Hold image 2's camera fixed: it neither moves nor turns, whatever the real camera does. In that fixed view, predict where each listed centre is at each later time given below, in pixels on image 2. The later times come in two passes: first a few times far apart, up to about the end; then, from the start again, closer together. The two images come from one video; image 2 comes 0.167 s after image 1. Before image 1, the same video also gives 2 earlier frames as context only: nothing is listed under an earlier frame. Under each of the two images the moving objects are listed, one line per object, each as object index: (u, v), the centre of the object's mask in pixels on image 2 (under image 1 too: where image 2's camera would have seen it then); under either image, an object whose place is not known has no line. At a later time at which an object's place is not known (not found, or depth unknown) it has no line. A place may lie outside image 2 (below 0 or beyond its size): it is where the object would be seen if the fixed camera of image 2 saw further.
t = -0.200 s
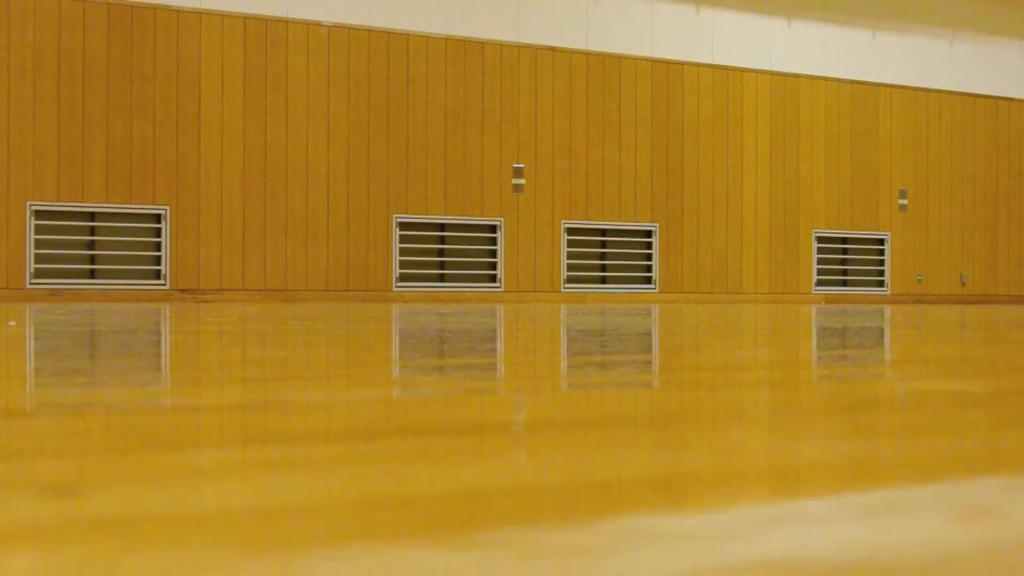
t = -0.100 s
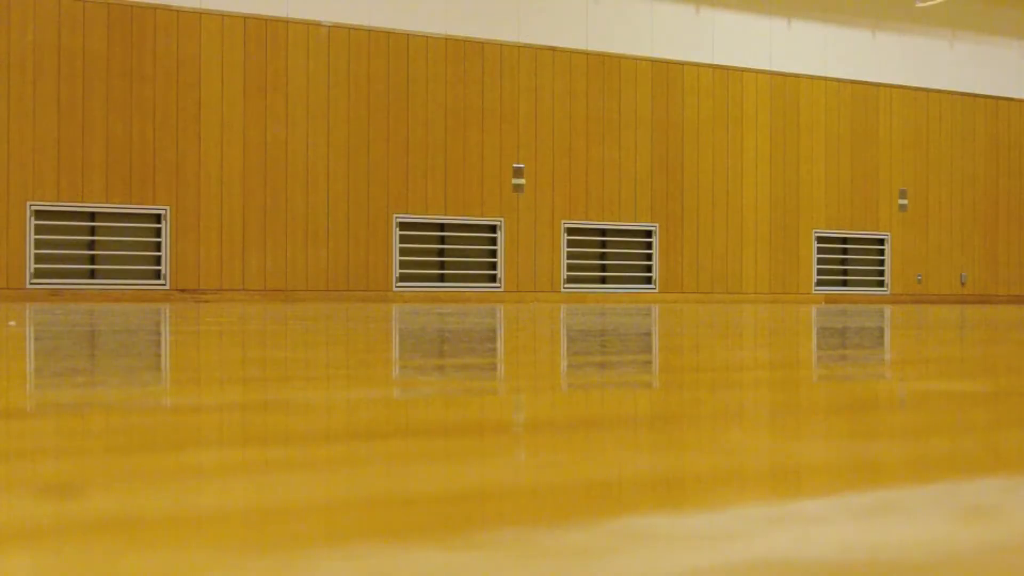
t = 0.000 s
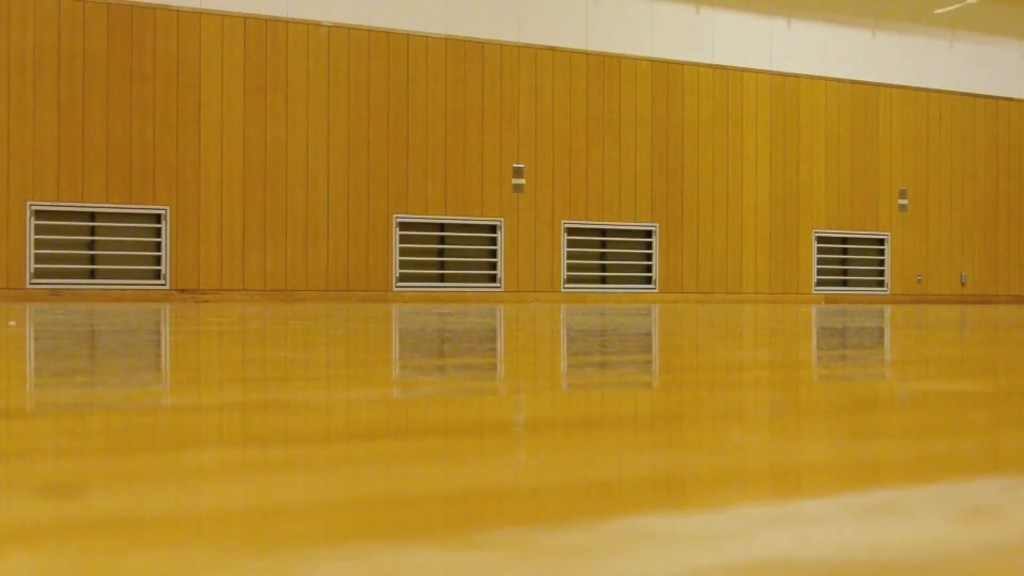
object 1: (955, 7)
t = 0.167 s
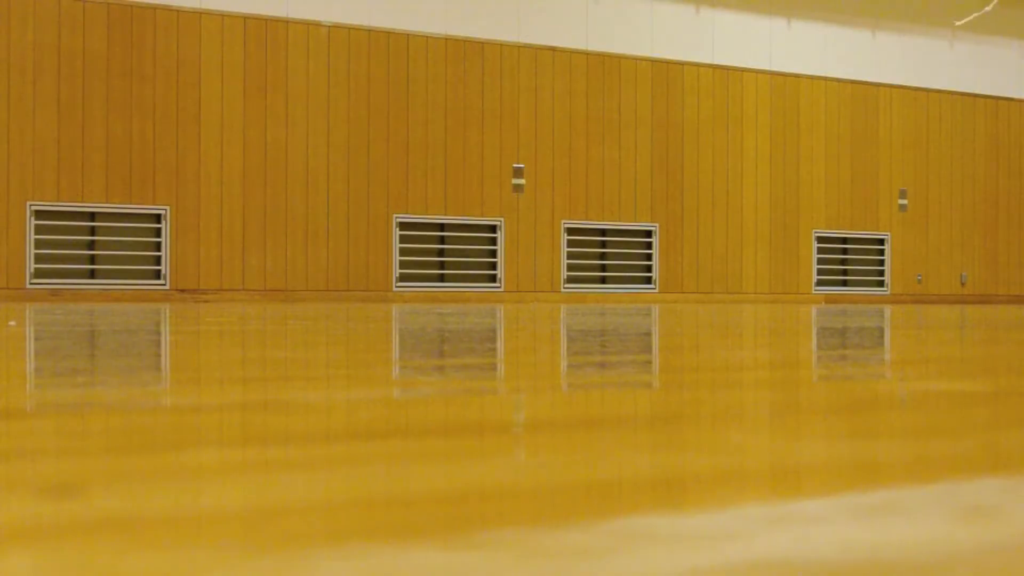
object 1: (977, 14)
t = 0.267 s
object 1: (982, 19)
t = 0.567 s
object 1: (945, 48)
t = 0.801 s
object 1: (860, 79)
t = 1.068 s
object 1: (728, 99)
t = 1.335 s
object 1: (589, 103)
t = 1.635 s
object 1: (447, 92)
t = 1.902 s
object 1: (347, 76)
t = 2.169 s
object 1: (274, 64)
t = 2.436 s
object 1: (217, 60)
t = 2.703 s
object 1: (174, 63)
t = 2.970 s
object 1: (149, 71)
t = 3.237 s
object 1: (150, 83)
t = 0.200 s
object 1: (979, 16)
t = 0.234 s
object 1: (981, 17)
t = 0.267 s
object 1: (982, 19)
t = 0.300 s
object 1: (983, 20)
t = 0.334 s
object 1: (983, 22)
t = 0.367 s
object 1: (983, 23)
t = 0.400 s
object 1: (979, 27)
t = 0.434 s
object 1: (975, 31)
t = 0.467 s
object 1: (968, 36)
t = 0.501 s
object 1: (962, 40)
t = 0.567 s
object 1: (945, 48)
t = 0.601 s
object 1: (936, 53)
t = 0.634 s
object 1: (926, 57)
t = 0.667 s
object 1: (913, 63)
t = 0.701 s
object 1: (901, 67)
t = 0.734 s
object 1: (888, 72)
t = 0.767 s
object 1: (874, 76)
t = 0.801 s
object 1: (860, 79)
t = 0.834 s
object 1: (845, 83)
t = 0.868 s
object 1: (829, 86)
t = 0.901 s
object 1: (814, 89)
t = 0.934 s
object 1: (797, 91)
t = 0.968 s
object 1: (780, 93)
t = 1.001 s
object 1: (763, 95)
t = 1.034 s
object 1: (746, 97)
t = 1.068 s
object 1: (728, 99)
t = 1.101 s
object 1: (711, 100)
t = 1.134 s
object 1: (693, 101)
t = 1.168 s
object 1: (676, 102)
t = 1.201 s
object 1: (658, 103)
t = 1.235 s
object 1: (641, 103)
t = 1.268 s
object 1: (623, 103)
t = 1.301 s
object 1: (607, 103)
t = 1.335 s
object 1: (589, 103)
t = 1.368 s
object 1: (572, 102)
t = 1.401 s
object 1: (556, 101)
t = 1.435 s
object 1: (539, 100)
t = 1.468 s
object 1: (523, 99)
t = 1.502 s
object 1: (508, 98)
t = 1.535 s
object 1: (492, 96)
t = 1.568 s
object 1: (476, 95)
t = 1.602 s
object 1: (462, 93)
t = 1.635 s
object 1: (447, 92)
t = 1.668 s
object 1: (433, 90)
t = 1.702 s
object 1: (420, 88)
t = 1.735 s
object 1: (406, 86)
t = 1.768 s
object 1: (394, 84)
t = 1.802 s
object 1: (382, 82)
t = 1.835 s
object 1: (369, 80)
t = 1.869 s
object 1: (358, 78)
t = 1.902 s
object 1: (347, 76)
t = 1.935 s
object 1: (336, 74)
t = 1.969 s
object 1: (327, 73)
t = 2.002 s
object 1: (317, 71)
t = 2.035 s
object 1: (307, 70)
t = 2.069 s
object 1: (299, 68)
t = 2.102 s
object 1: (290, 67)
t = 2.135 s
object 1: (282, 66)
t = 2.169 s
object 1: (274, 64)
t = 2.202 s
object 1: (266, 64)
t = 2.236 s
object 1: (258, 63)
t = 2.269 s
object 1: (251, 62)
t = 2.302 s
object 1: (244, 61)
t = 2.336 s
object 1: (237, 61)
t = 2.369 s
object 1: (230, 61)
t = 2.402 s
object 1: (223, 60)
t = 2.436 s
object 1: (217, 60)
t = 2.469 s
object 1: (211, 60)
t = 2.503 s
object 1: (205, 60)
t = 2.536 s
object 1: (200, 60)
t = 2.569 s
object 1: (194, 60)
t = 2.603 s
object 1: (189, 61)
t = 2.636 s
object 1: (183, 61)
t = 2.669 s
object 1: (179, 62)
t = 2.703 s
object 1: (174, 63)
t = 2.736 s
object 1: (169, 63)
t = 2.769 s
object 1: (166, 64)
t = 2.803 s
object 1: (162, 65)
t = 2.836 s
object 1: (158, 66)
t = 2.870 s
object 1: (156, 67)
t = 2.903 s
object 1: (153, 69)
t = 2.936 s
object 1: (150, 70)
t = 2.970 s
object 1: (149, 71)
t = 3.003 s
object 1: (147, 73)
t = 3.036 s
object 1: (146, 74)
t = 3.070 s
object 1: (145, 76)
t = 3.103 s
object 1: (145, 78)
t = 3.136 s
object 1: (146, 80)
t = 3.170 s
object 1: (146, 81)
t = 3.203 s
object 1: (148, 83)
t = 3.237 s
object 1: (150, 83)
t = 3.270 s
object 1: (153, 85)
